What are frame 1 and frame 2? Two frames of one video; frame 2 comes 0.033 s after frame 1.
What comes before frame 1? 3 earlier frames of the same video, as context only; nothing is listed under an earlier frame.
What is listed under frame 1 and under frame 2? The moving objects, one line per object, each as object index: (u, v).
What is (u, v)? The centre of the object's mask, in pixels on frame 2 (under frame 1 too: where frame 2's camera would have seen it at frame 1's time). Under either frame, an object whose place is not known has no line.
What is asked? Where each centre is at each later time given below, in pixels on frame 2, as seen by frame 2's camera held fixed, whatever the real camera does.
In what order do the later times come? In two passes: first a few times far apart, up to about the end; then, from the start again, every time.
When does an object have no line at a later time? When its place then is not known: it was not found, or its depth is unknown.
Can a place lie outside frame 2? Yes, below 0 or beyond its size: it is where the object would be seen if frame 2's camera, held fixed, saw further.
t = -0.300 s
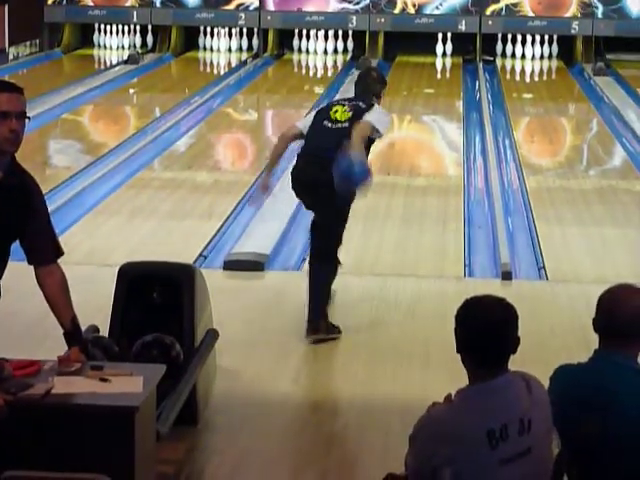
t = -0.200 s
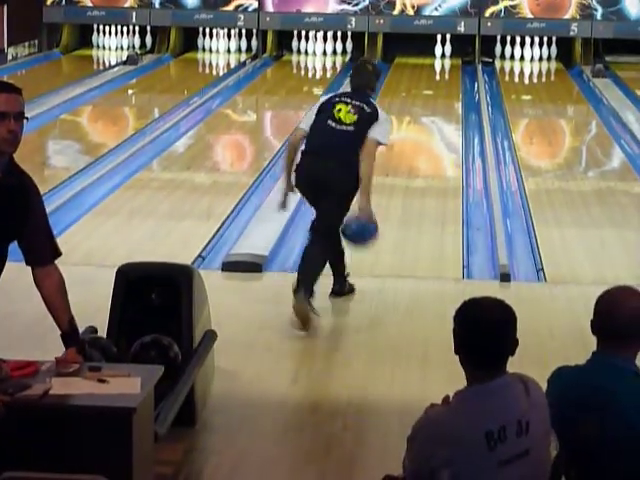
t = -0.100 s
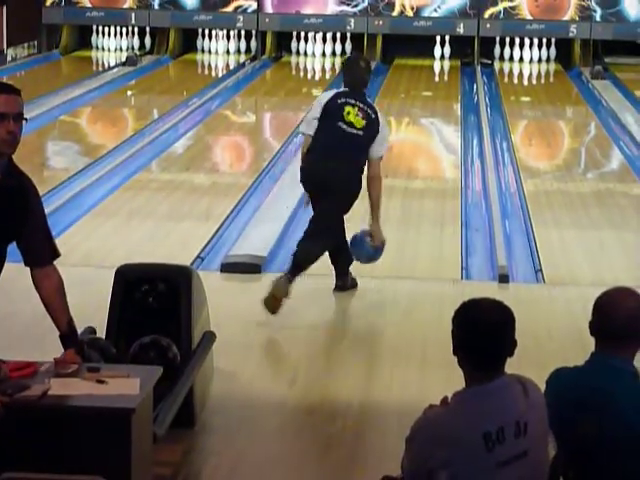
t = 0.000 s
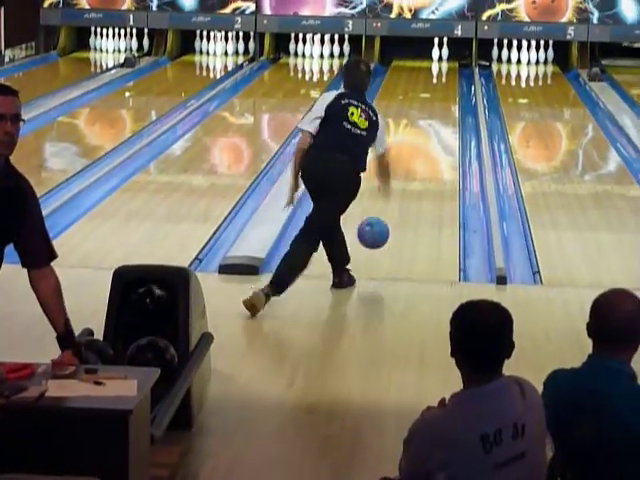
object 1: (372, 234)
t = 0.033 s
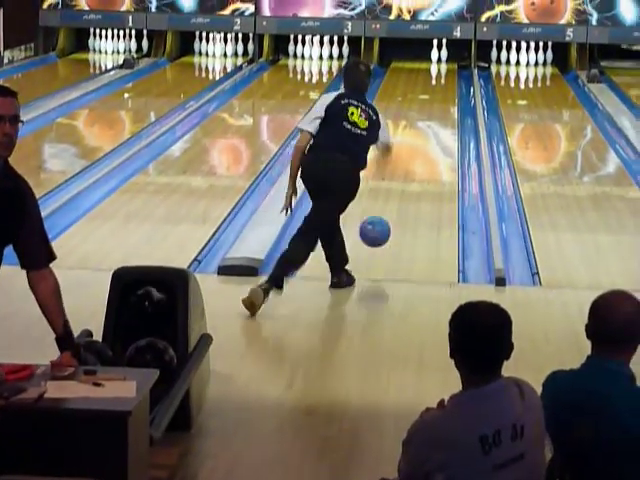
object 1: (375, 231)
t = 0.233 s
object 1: (387, 208)
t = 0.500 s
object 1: (400, 171)
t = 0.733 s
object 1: (409, 146)
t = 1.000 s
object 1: (417, 122)
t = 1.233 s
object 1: (422, 104)
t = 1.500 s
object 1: (426, 88)
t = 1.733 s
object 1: (430, 77)
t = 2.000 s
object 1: (431, 66)
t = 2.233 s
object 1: (432, 57)
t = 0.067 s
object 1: (377, 230)
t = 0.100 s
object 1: (379, 230)
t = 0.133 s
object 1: (381, 227)
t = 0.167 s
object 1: (383, 219)
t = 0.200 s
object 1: (386, 213)
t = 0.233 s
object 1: (387, 208)
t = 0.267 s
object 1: (390, 204)
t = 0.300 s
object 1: (391, 199)
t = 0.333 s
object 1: (393, 194)
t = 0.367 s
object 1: (395, 189)
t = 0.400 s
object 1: (396, 184)
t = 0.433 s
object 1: (398, 180)
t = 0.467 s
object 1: (399, 175)
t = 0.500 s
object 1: (400, 171)
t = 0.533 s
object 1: (402, 168)
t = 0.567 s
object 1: (403, 163)
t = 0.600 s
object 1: (404, 159)
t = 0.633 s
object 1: (405, 157)
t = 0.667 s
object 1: (413, 151)
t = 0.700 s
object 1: (410, 148)
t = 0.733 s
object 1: (409, 146)
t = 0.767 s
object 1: (410, 142)
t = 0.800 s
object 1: (411, 139)
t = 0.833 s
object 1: (412, 135)
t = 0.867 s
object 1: (413, 133)
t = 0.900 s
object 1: (414, 130)
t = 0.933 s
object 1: (415, 127)
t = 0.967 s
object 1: (416, 125)
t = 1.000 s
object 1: (417, 122)
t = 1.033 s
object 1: (418, 119)
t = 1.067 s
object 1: (418, 117)
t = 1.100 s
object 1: (419, 114)
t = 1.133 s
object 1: (420, 111)
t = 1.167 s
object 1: (421, 109)
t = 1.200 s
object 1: (422, 107)
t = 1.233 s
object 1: (422, 104)
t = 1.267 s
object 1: (423, 103)
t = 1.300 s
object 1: (423, 101)
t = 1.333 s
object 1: (424, 99)
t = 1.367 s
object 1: (424, 96)
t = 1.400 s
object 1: (425, 94)
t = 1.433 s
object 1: (426, 93)
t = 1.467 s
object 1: (426, 91)
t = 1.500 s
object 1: (426, 88)
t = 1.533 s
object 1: (427, 87)
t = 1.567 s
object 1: (427, 85)
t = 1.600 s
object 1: (427, 83)
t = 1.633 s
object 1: (429, 81)
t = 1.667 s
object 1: (428, 80)
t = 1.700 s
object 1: (429, 78)
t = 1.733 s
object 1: (430, 77)
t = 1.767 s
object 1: (430, 75)
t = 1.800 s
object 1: (430, 74)
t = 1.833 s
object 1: (431, 73)
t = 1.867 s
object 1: (431, 71)
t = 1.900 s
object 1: (431, 71)
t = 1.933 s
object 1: (431, 70)
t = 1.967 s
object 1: (431, 68)
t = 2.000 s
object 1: (431, 66)
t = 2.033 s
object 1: (431, 65)
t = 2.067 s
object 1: (431, 64)
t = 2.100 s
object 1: (432, 63)
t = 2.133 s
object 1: (432, 62)
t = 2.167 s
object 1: (432, 61)
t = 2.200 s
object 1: (432, 59)
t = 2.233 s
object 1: (432, 57)
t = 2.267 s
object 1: (432, 57)
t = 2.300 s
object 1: (433, 56)
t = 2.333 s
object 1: (433, 55)
